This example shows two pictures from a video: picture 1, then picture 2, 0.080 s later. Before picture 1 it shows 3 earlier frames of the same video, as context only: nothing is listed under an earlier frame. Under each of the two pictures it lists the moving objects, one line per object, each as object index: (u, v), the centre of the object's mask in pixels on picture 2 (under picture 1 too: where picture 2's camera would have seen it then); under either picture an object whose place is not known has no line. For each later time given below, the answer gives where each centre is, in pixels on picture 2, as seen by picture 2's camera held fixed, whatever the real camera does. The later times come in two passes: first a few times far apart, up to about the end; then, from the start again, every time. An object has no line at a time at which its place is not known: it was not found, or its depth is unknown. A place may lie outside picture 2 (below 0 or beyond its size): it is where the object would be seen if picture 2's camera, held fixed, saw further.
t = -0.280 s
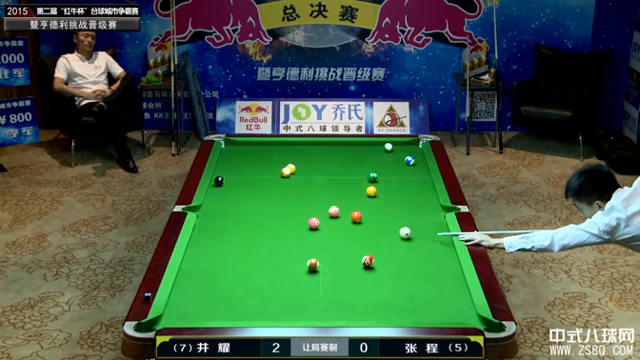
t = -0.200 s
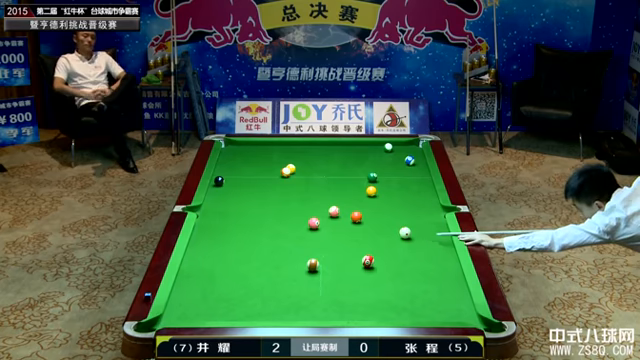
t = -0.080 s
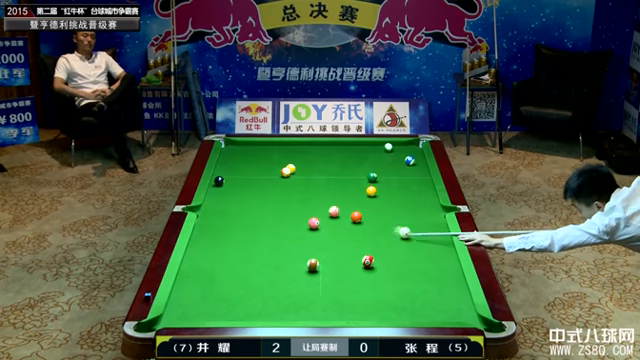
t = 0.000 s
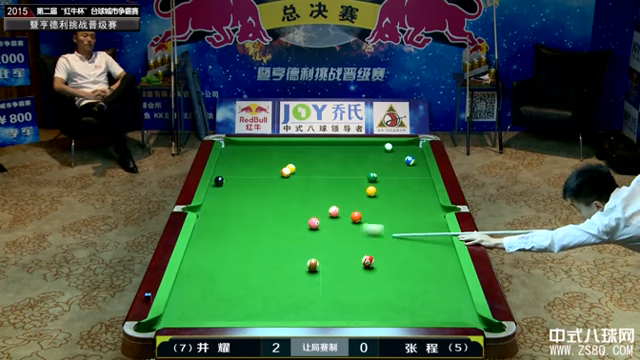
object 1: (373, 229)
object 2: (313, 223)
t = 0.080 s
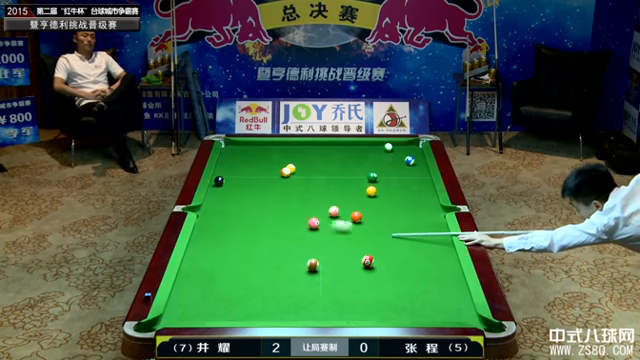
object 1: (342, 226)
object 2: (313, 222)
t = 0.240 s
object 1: (325, 225)
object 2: (280, 218)
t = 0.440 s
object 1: (325, 225)
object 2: (232, 213)
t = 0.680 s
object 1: (325, 225)
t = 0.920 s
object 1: (325, 225)
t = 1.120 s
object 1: (325, 225)
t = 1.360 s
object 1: (325, 225)
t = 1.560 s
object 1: (325, 225)
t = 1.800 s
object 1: (325, 225)
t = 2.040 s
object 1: (325, 225)
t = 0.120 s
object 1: (329, 225)
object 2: (313, 223)
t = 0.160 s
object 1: (324, 225)
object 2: (304, 221)
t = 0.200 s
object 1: (324, 225)
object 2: (291, 220)
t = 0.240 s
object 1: (325, 225)
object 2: (280, 218)
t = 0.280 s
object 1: (325, 225)
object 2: (270, 217)
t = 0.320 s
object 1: (325, 225)
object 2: (260, 216)
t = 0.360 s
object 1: (325, 225)
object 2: (250, 215)
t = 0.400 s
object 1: (325, 225)
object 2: (241, 214)
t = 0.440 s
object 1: (325, 225)
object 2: (232, 213)
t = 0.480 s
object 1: (325, 225)
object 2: (224, 212)
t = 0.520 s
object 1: (325, 225)
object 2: (215, 211)
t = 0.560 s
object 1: (325, 226)
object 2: (206, 211)
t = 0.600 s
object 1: (325, 226)
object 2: (198, 209)
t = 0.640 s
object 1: (325, 225)
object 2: (191, 209)
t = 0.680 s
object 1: (325, 225)
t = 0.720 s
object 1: (325, 225)
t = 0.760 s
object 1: (325, 225)
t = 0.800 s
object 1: (325, 225)
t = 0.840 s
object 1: (325, 225)
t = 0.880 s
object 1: (325, 225)
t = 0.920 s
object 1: (325, 225)
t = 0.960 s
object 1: (325, 225)
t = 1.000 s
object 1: (325, 225)
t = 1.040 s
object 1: (325, 225)
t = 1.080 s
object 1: (325, 225)
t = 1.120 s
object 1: (325, 225)
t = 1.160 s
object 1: (325, 225)
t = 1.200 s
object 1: (325, 225)
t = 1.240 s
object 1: (325, 225)
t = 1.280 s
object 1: (325, 225)
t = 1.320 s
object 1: (325, 225)
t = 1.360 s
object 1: (325, 225)
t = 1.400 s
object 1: (325, 225)
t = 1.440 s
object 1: (325, 225)
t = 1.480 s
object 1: (325, 225)
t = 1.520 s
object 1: (325, 225)
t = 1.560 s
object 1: (325, 225)
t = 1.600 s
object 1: (325, 225)
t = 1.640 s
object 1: (325, 225)
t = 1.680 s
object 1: (325, 225)
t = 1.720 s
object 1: (325, 225)
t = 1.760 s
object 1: (325, 225)
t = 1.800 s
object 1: (325, 225)
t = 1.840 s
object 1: (325, 225)
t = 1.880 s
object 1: (325, 225)
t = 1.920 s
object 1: (325, 225)
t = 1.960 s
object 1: (325, 225)
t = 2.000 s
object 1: (325, 225)
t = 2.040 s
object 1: (325, 225)
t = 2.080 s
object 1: (325, 225)
